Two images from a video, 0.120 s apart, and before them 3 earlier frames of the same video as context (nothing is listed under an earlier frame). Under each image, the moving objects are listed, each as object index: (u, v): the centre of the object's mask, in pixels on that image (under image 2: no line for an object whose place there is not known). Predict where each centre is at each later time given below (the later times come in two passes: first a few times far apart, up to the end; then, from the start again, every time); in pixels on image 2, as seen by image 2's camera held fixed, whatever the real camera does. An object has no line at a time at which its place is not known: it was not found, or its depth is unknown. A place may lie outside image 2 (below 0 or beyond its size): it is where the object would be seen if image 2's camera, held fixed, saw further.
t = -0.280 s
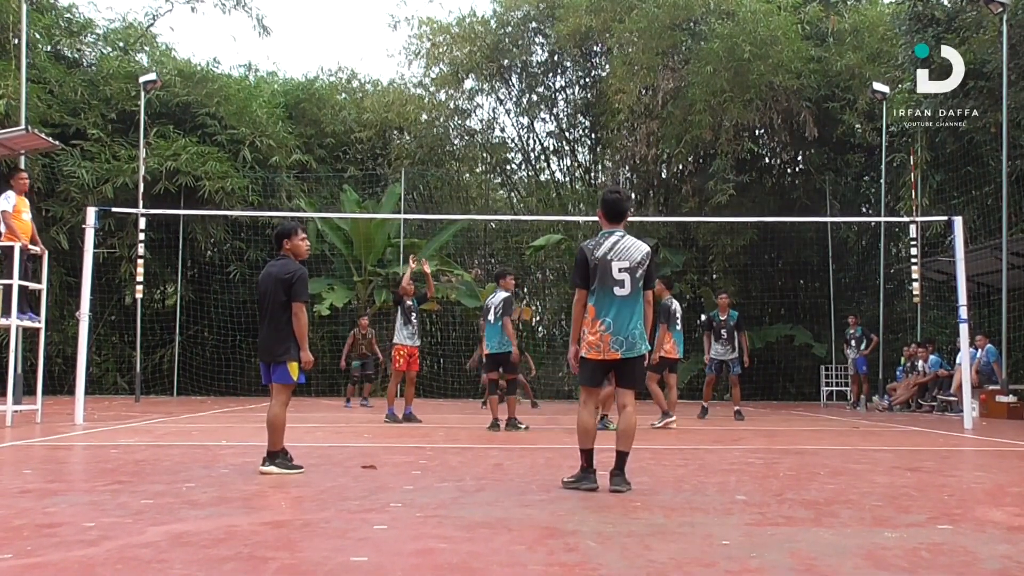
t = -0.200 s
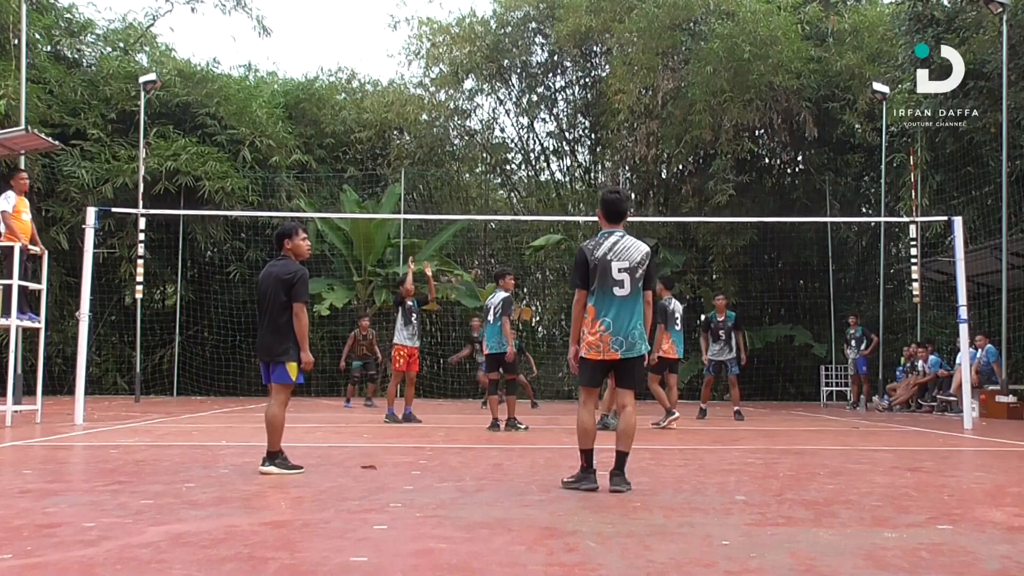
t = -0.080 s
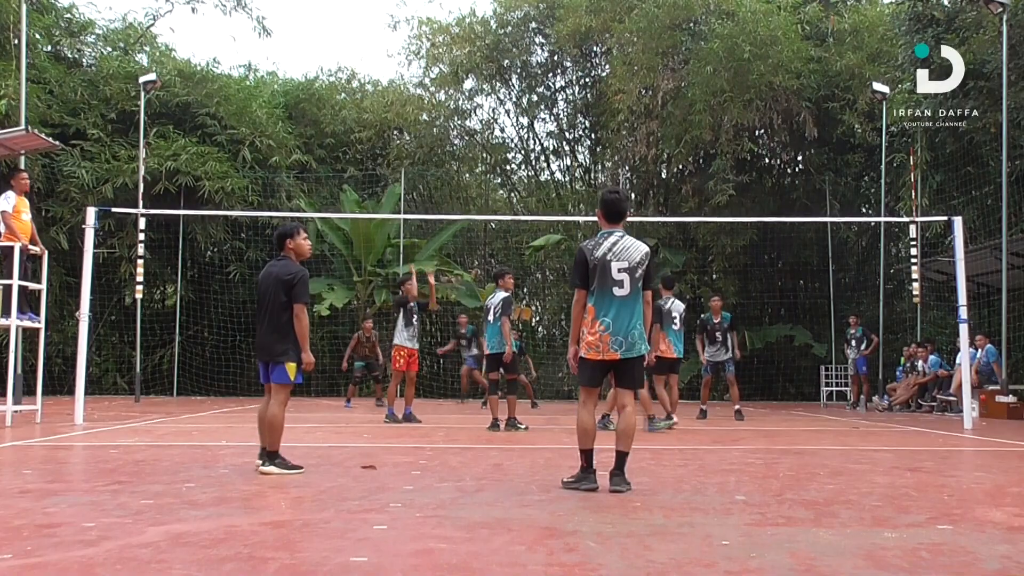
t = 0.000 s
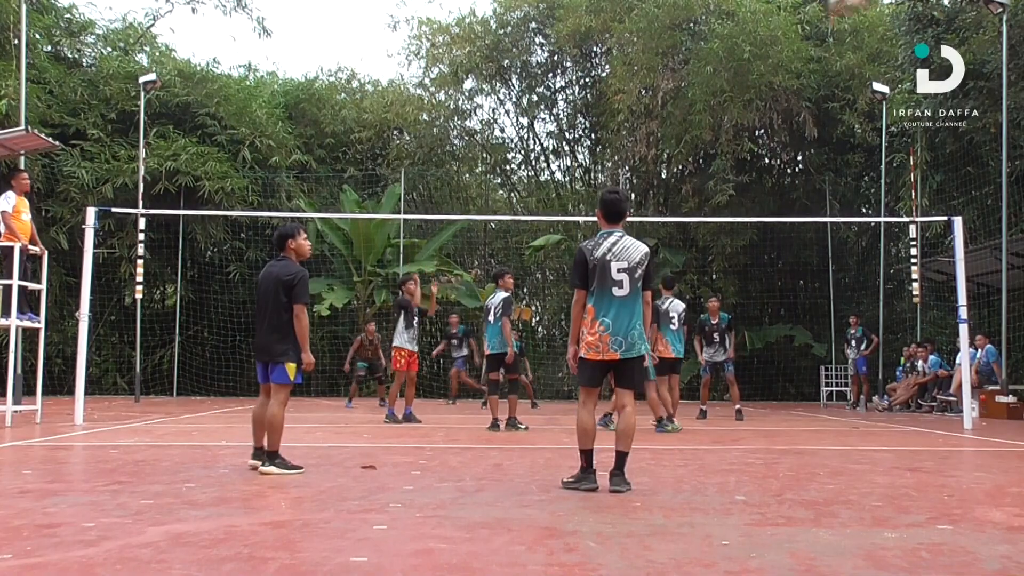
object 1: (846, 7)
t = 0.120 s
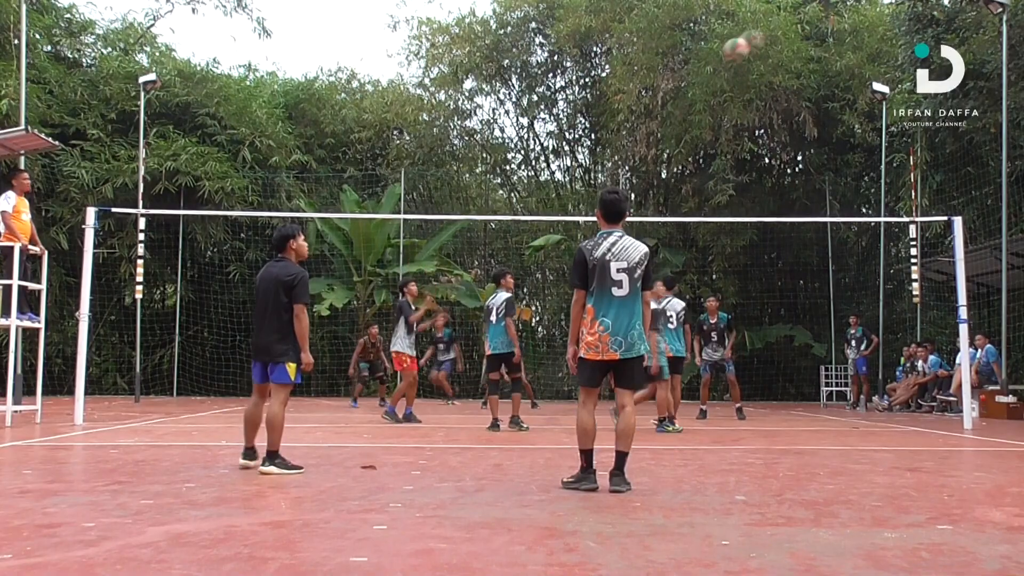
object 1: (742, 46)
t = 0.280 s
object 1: (647, 101)
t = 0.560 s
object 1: (548, 191)
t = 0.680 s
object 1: (522, 229)
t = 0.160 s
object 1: (714, 60)
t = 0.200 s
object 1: (690, 74)
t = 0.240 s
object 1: (668, 88)
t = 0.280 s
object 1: (647, 101)
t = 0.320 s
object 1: (629, 114)
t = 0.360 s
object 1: (612, 126)
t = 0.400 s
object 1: (598, 139)
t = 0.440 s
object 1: (584, 152)
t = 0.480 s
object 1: (572, 164)
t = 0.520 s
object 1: (561, 178)
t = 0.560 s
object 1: (548, 191)
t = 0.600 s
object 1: (540, 201)
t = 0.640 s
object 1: (533, 210)
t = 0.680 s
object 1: (522, 229)
